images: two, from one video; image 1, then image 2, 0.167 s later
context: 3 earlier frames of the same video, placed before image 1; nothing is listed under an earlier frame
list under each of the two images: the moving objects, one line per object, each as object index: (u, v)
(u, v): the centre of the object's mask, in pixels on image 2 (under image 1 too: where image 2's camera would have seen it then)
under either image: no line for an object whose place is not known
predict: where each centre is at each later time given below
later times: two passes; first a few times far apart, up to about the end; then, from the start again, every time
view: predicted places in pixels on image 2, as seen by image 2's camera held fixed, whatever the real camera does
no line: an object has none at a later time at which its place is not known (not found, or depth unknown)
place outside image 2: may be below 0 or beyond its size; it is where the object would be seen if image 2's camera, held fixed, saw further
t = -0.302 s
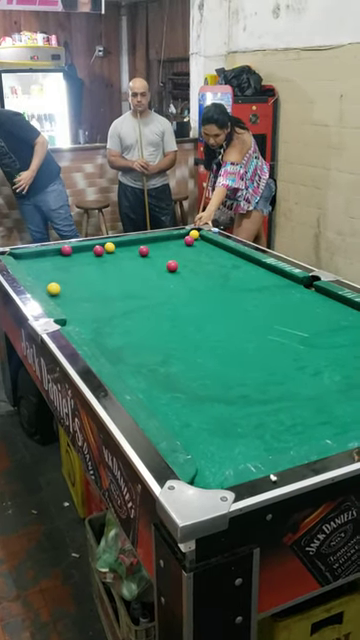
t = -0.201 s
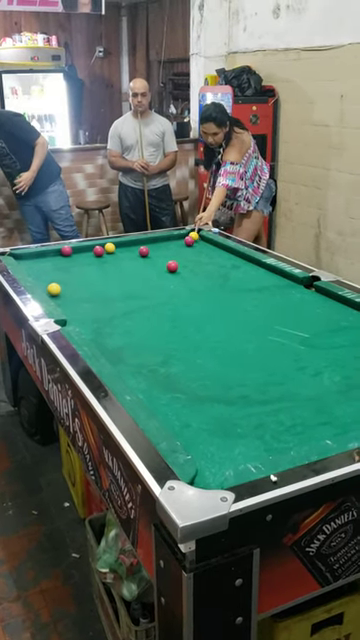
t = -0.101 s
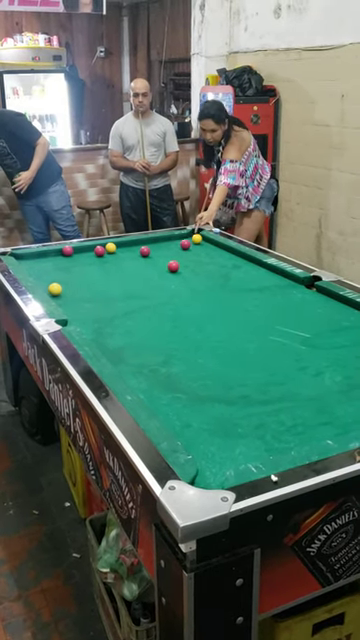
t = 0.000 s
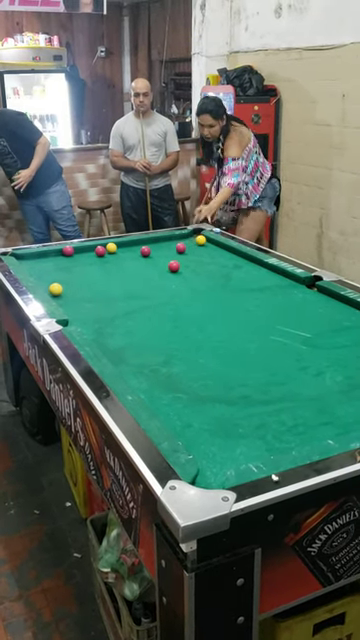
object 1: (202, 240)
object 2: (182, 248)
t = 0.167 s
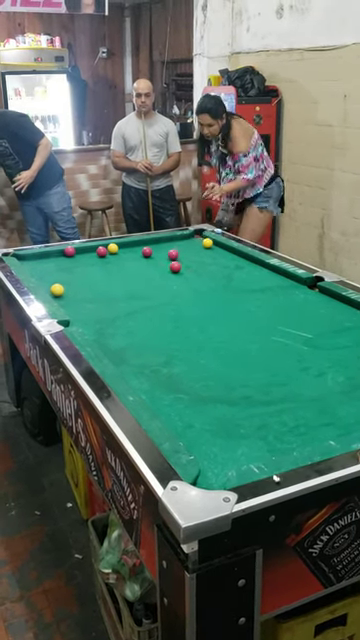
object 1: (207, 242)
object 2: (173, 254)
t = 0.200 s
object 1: (208, 243)
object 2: (170, 255)
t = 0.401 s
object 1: (214, 246)
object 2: (159, 264)
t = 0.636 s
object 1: (221, 249)
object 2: (145, 273)
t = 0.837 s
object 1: (226, 251)
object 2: (133, 282)
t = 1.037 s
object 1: (230, 253)
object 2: (119, 291)
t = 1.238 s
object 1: (234, 255)
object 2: (105, 300)
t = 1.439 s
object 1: (238, 257)
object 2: (90, 310)
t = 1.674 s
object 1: (242, 259)
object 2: (81, 319)
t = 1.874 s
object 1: (245, 261)
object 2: (99, 321)
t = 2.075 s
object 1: (247, 262)
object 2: (116, 323)
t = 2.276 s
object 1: (249, 263)
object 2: (132, 324)
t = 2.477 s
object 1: (252, 264)
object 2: (147, 326)
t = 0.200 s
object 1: (208, 243)
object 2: (170, 255)
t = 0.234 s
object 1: (209, 243)
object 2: (169, 257)
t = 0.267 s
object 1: (210, 244)
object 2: (167, 258)
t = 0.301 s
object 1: (211, 244)
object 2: (165, 260)
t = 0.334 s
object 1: (212, 245)
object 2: (163, 261)
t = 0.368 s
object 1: (213, 245)
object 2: (161, 262)
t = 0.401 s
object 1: (214, 246)
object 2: (159, 264)
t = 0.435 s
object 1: (215, 246)
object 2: (157, 265)
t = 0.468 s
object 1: (216, 246)
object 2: (155, 266)
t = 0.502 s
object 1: (217, 247)
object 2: (153, 268)
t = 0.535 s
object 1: (218, 247)
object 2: (152, 269)
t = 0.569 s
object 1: (219, 248)
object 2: (150, 270)
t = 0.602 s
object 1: (220, 248)
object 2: (147, 272)
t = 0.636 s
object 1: (221, 249)
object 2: (145, 273)
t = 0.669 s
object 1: (221, 249)
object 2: (143, 274)
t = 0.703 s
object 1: (222, 249)
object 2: (141, 276)
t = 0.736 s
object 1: (223, 250)
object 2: (139, 278)
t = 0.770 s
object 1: (224, 250)
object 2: (137, 279)
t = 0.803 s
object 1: (225, 250)
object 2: (135, 280)
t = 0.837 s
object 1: (226, 251)
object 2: (133, 282)
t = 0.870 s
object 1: (226, 251)
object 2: (130, 283)
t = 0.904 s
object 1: (227, 252)
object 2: (128, 285)
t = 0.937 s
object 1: (228, 252)
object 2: (126, 286)
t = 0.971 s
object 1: (229, 252)
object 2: (123, 288)
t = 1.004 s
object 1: (229, 253)
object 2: (121, 290)
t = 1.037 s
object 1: (230, 253)
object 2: (119, 291)
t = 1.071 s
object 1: (231, 253)
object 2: (117, 292)
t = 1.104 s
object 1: (232, 254)
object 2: (114, 294)
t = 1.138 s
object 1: (232, 254)
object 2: (112, 296)
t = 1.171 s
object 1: (233, 254)
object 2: (110, 297)
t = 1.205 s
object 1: (233, 255)
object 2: (107, 299)
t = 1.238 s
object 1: (234, 255)
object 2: (105, 300)
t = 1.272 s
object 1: (235, 256)
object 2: (102, 302)
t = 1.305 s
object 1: (235, 256)
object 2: (100, 303)
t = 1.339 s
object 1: (236, 256)
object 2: (98, 305)
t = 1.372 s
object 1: (237, 256)
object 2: (95, 307)
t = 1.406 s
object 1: (237, 257)
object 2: (92, 308)
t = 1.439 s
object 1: (238, 257)
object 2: (90, 310)
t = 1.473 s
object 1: (238, 258)
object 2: (87, 312)
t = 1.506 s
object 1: (239, 258)
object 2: (85, 313)
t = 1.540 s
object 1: (240, 258)
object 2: (82, 315)
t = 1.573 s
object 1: (240, 258)
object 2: (80, 316)
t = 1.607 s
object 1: (241, 259)
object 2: (77, 318)
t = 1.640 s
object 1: (241, 259)
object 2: (78, 319)
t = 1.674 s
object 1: (242, 259)
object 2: (81, 319)
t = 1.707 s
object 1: (242, 260)
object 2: (84, 320)
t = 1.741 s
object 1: (243, 260)
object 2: (87, 320)
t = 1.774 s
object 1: (243, 260)
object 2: (90, 320)
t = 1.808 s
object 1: (244, 260)
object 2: (93, 321)
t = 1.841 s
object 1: (244, 260)
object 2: (96, 321)
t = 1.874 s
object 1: (245, 261)
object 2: (99, 321)
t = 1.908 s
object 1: (245, 261)
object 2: (102, 321)
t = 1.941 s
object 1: (245, 261)
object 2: (105, 322)
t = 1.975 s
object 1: (246, 261)
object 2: (107, 322)
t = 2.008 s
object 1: (246, 261)
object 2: (111, 322)
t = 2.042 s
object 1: (247, 262)
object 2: (113, 322)
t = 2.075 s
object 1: (247, 262)
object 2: (116, 323)
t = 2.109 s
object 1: (248, 262)
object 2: (119, 323)
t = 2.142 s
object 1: (248, 262)
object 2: (121, 323)
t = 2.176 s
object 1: (249, 262)
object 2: (124, 323)
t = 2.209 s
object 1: (249, 263)
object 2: (127, 324)
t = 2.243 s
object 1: (249, 263)
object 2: (129, 324)
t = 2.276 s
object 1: (249, 263)
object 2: (132, 324)
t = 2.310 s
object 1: (250, 263)
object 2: (134, 325)
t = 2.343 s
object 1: (250, 263)
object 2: (137, 325)
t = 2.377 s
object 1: (251, 263)
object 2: (139, 325)
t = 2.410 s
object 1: (251, 264)
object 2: (142, 325)
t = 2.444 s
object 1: (252, 264)
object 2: (144, 326)
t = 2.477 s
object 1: (252, 264)
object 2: (147, 326)
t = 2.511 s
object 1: (252, 264)
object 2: (149, 326)
